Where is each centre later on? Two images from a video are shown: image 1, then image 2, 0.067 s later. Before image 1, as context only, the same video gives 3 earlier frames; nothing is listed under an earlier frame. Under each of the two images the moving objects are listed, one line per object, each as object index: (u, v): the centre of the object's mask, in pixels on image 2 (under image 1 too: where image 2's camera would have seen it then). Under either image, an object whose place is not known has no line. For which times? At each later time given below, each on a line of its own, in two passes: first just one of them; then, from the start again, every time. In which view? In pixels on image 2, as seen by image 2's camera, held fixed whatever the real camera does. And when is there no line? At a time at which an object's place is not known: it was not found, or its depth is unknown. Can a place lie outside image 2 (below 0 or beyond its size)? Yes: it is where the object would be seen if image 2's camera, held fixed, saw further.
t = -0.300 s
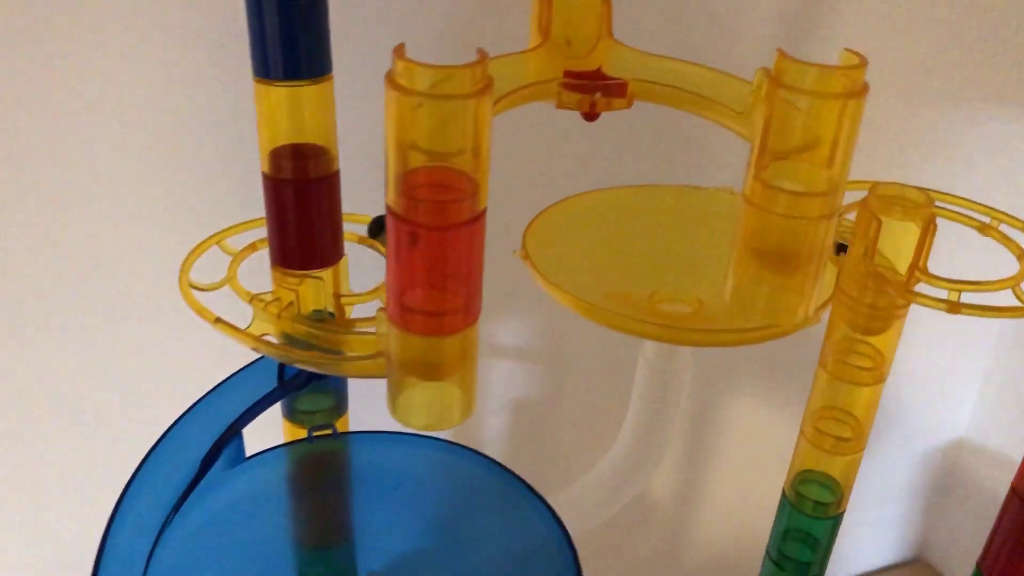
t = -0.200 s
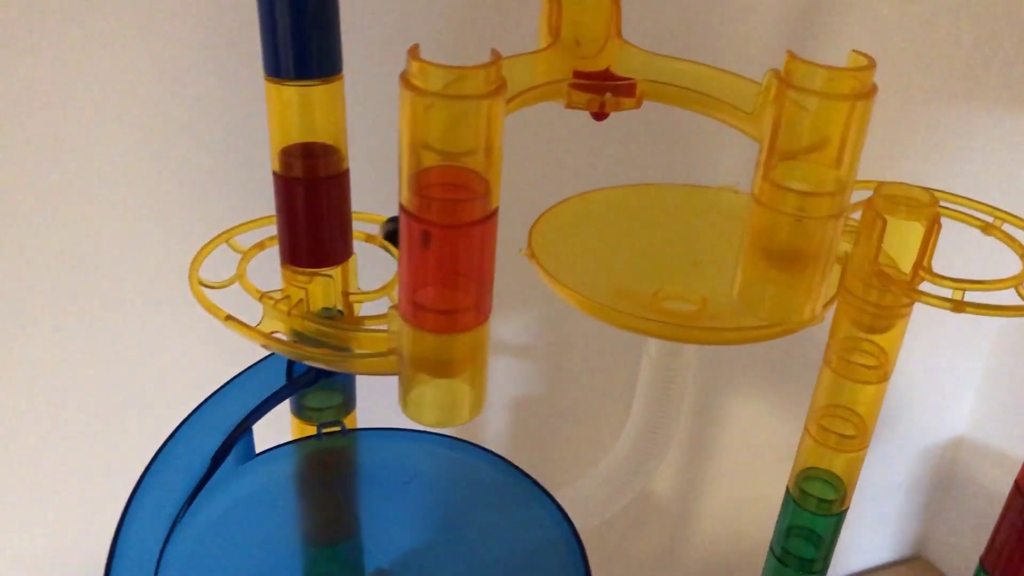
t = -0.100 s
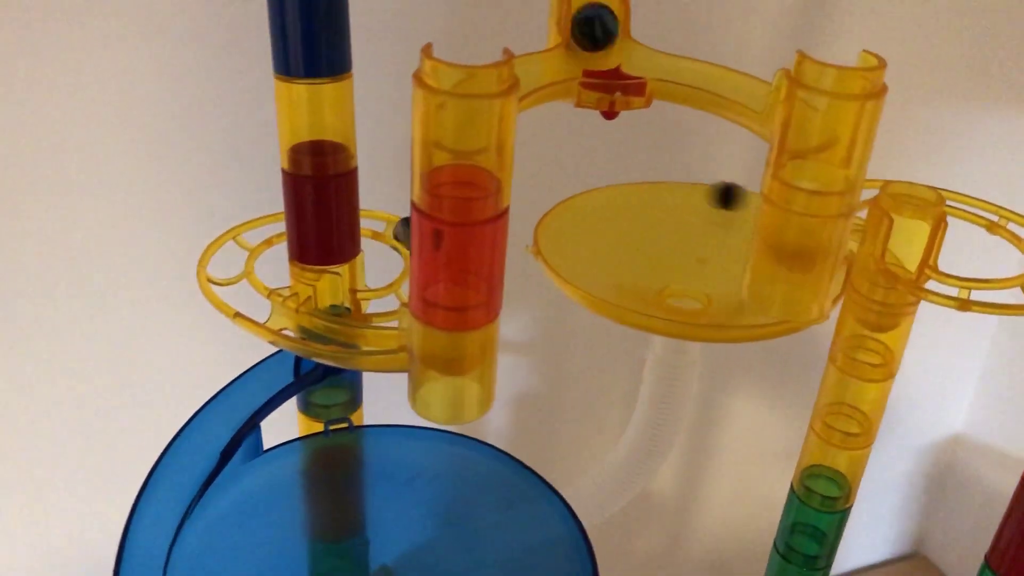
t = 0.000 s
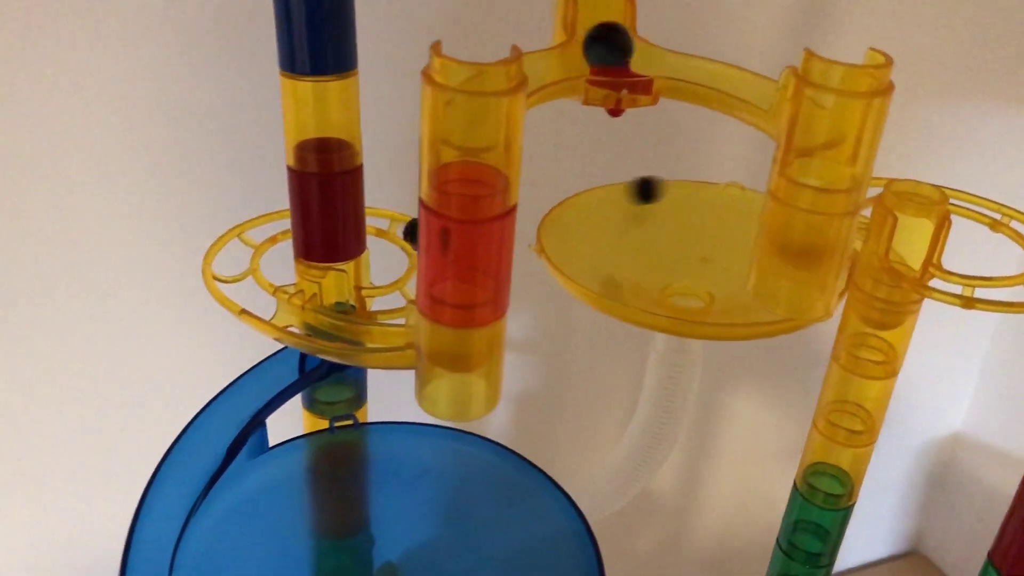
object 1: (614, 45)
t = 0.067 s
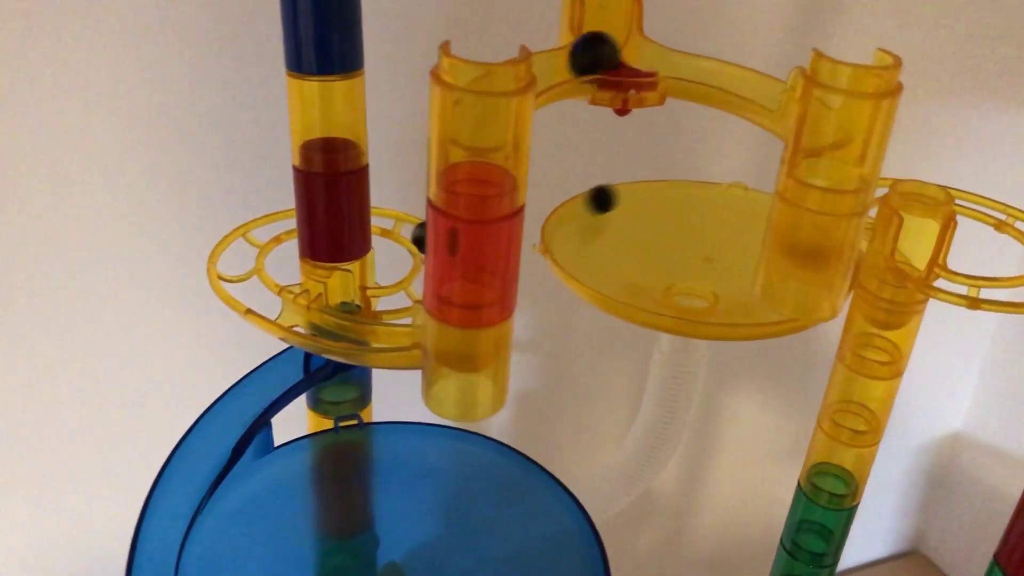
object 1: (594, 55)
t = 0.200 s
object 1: (552, 65)
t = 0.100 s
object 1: (583, 61)
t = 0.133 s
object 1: (570, 60)
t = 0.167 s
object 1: (558, 63)
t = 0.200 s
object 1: (552, 65)
